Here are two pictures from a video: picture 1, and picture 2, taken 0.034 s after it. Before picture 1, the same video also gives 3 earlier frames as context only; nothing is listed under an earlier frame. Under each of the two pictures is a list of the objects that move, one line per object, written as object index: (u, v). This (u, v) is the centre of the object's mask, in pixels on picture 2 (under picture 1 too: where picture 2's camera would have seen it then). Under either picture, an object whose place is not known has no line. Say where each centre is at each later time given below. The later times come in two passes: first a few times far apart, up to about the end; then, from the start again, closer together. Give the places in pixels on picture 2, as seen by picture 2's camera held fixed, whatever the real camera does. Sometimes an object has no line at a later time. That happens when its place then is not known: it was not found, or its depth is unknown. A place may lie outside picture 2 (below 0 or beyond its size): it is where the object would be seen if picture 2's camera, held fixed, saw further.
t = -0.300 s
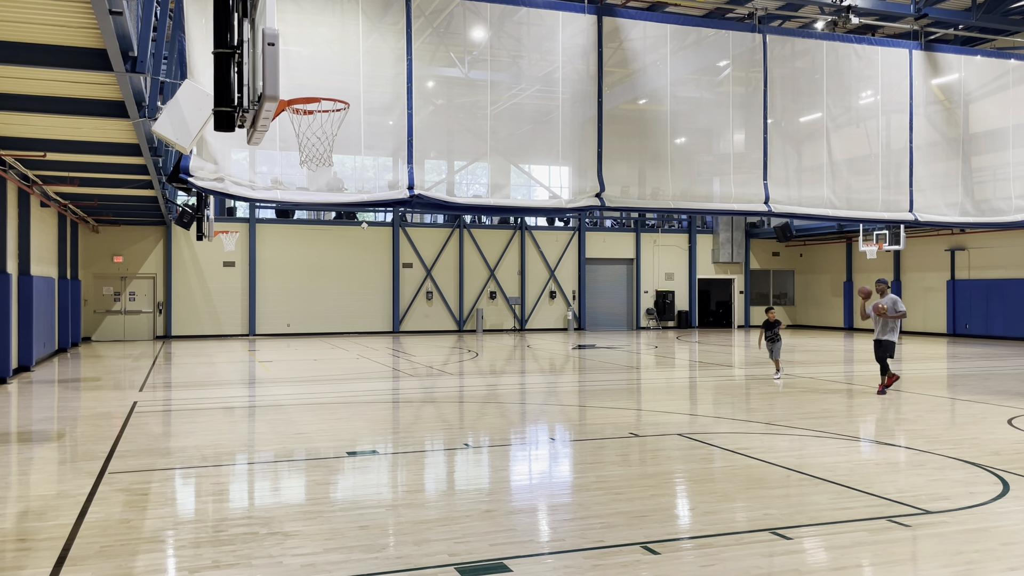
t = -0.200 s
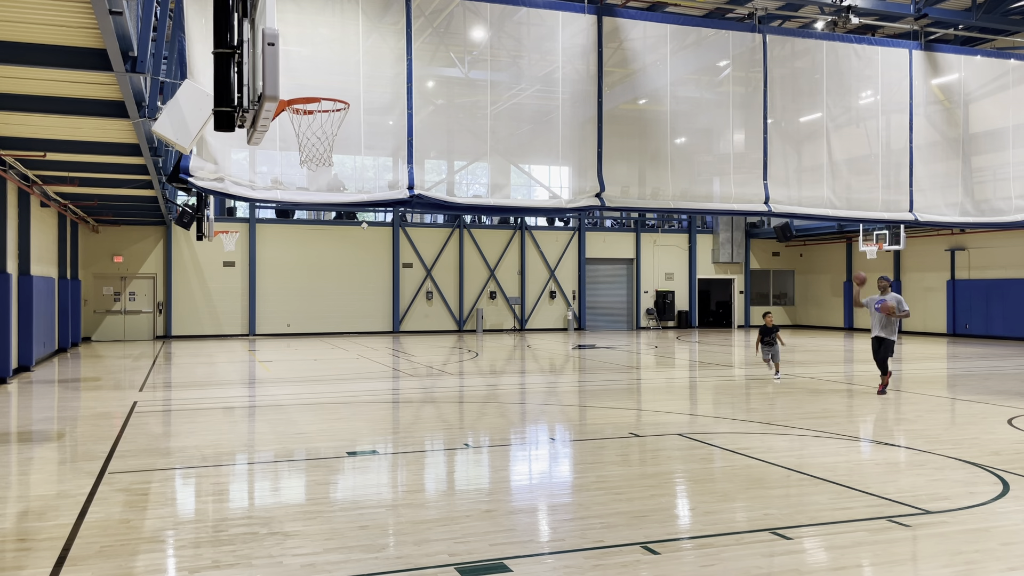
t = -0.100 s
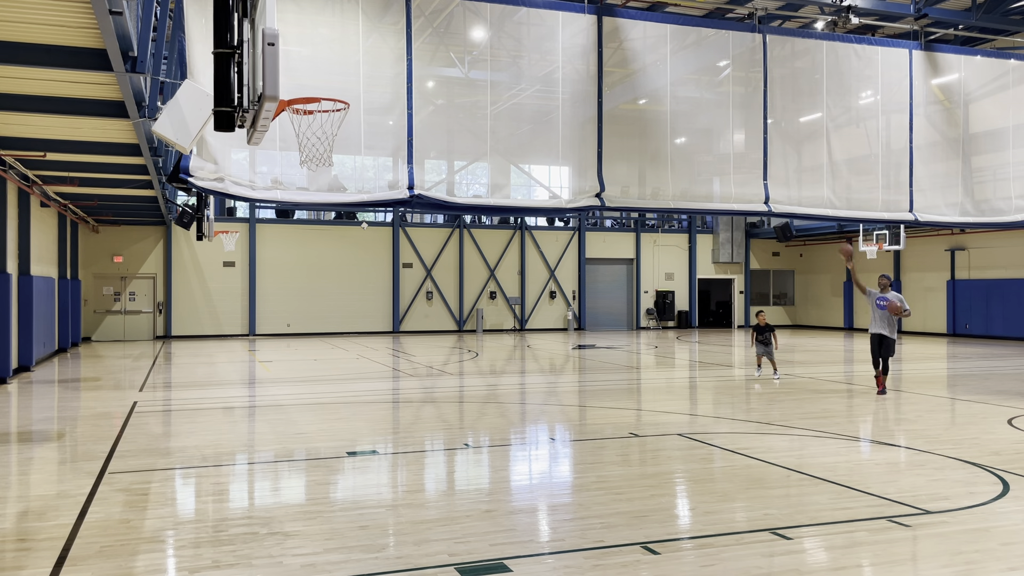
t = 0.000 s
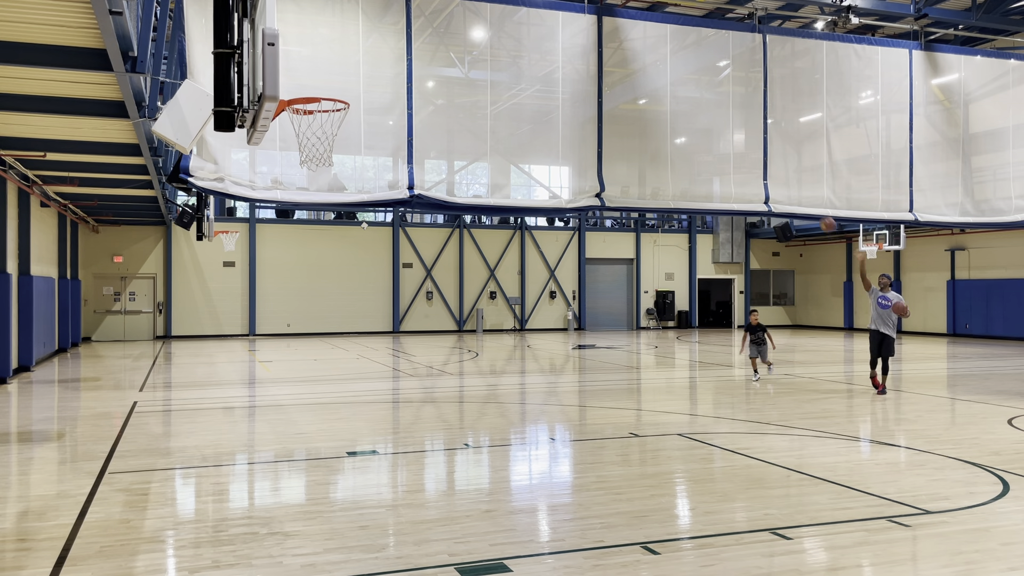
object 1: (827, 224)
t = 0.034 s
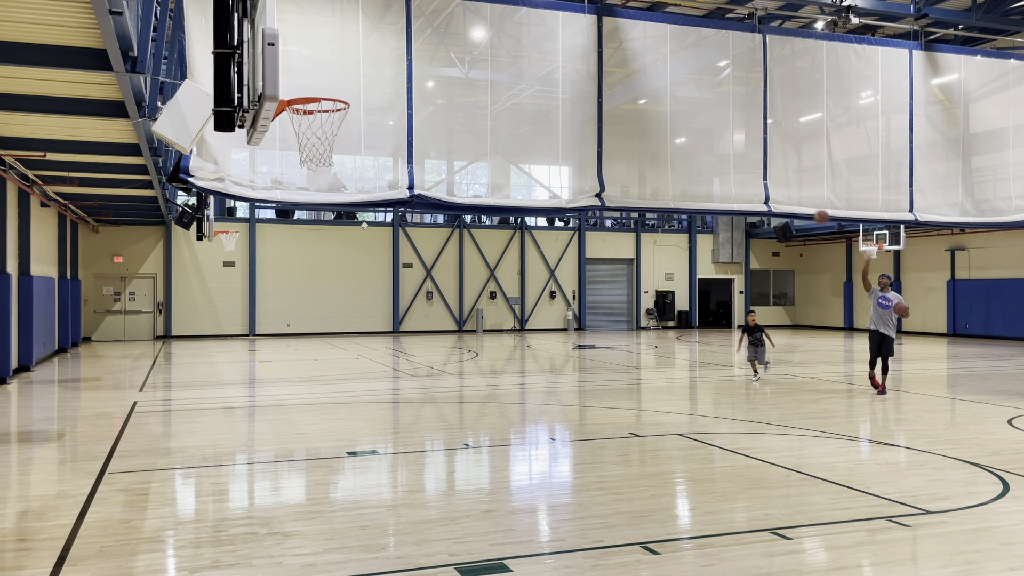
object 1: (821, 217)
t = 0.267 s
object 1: (775, 181)
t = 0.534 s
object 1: (718, 184)
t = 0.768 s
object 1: (662, 230)
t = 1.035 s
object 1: (589, 349)
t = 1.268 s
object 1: (534, 383)
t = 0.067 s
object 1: (814, 210)
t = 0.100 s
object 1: (808, 203)
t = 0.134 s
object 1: (801, 197)
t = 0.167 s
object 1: (795, 192)
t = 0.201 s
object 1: (788, 188)
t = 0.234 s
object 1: (782, 184)
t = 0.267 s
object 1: (775, 181)
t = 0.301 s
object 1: (768, 179)
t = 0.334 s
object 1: (762, 177)
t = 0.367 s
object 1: (754, 176)
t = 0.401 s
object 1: (747, 176)
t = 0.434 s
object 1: (740, 177)
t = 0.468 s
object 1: (733, 178)
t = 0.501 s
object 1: (725, 180)
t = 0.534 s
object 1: (718, 184)
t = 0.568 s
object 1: (710, 188)
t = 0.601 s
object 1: (702, 192)
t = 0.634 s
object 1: (694, 198)
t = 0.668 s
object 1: (686, 205)
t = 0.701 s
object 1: (678, 213)
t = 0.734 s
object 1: (670, 221)
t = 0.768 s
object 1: (662, 230)
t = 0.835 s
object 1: (644, 254)
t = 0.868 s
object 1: (635, 266)
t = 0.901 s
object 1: (626, 281)
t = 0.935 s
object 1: (617, 296)
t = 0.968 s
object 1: (608, 312)
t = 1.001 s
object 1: (599, 329)
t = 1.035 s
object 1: (589, 349)
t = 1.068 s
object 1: (580, 369)
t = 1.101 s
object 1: (570, 391)
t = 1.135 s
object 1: (560, 414)
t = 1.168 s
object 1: (551, 424)
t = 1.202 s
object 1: (546, 409)
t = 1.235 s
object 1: (540, 396)
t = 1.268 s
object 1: (534, 383)
